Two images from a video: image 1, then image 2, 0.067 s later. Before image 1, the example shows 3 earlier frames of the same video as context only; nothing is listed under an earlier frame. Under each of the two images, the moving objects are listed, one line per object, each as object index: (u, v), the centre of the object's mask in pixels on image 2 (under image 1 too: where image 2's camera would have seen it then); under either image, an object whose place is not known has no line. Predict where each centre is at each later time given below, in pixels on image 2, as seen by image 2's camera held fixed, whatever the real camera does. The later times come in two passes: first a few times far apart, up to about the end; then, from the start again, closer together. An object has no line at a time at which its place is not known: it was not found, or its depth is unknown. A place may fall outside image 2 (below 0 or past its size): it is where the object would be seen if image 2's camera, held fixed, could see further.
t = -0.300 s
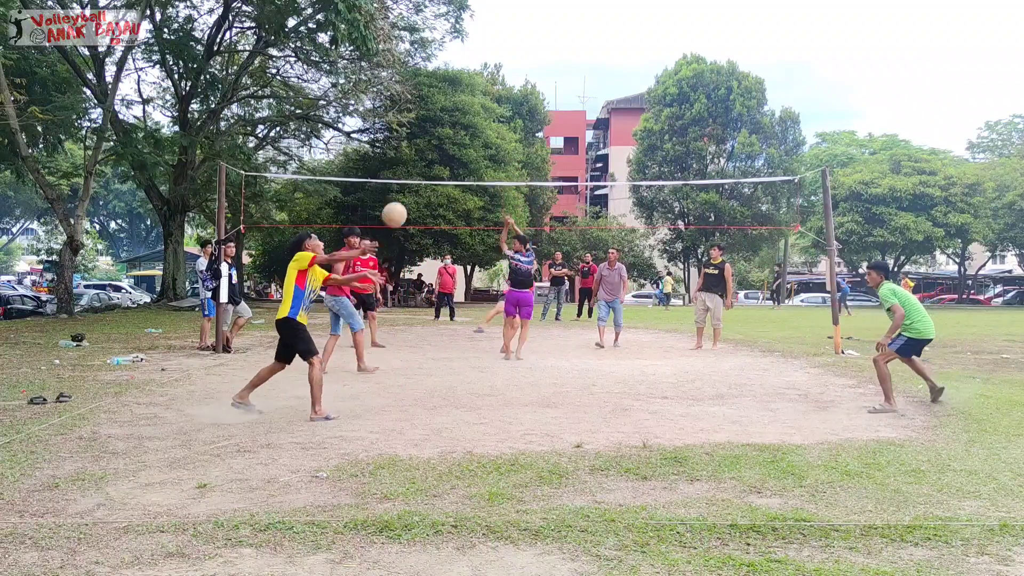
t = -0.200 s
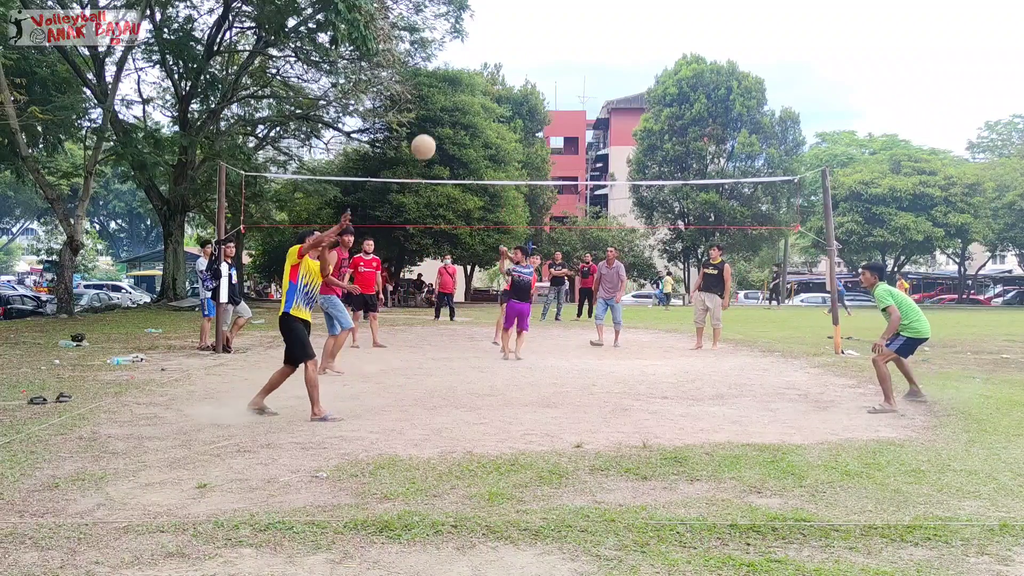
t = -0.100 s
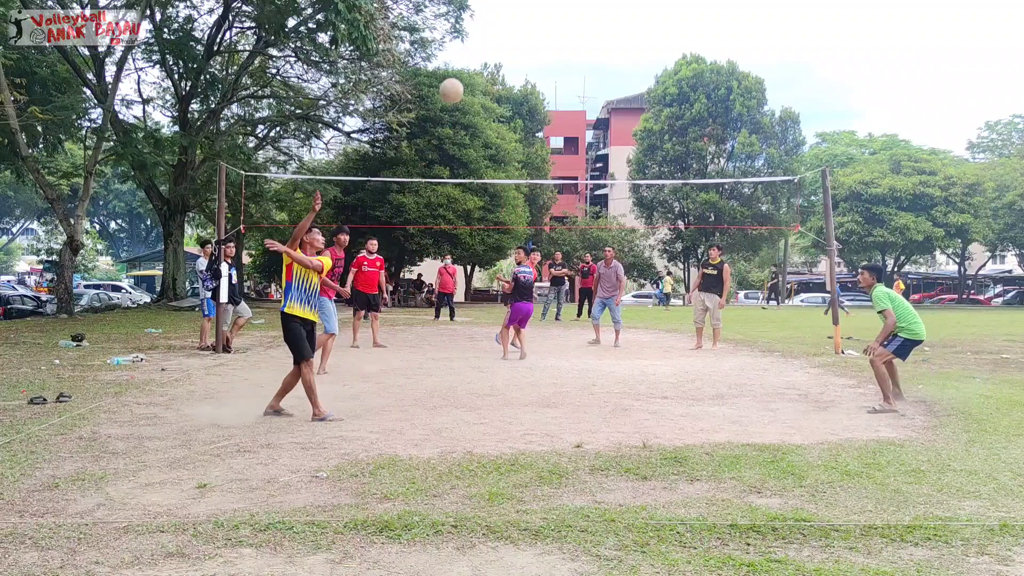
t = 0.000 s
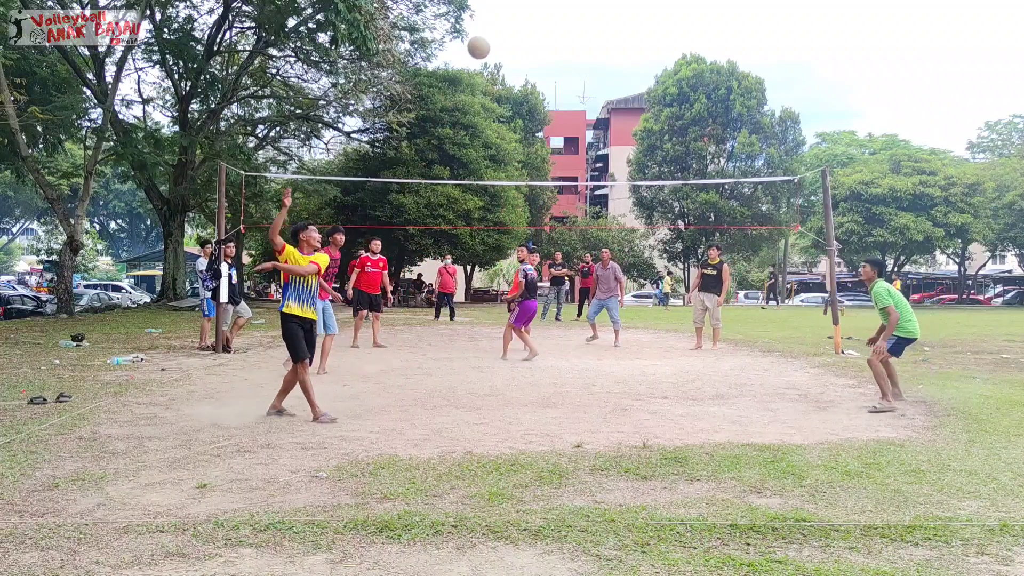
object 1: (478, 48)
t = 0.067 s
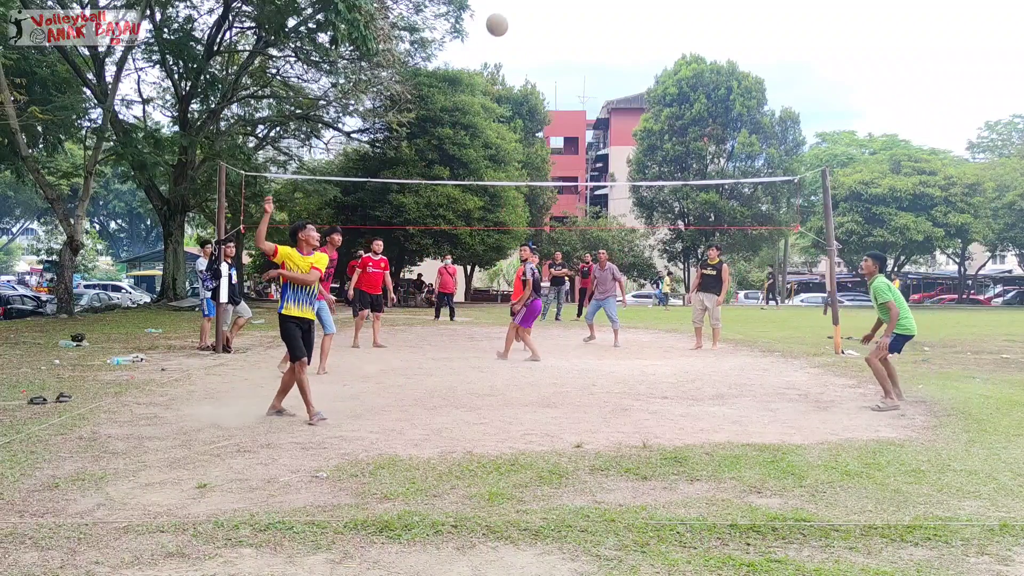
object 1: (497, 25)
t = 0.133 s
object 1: (515, 8)
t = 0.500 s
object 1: (610, 4)
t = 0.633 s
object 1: (643, 29)
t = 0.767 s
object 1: (675, 78)
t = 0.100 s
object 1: (506, 15)
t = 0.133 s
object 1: (515, 8)
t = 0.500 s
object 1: (610, 4)
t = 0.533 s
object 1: (618, 6)
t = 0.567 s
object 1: (626, 11)
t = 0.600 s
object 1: (635, 20)
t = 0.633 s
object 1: (643, 29)
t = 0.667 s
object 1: (651, 40)
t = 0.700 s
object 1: (659, 52)
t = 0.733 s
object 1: (667, 64)
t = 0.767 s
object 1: (675, 78)
